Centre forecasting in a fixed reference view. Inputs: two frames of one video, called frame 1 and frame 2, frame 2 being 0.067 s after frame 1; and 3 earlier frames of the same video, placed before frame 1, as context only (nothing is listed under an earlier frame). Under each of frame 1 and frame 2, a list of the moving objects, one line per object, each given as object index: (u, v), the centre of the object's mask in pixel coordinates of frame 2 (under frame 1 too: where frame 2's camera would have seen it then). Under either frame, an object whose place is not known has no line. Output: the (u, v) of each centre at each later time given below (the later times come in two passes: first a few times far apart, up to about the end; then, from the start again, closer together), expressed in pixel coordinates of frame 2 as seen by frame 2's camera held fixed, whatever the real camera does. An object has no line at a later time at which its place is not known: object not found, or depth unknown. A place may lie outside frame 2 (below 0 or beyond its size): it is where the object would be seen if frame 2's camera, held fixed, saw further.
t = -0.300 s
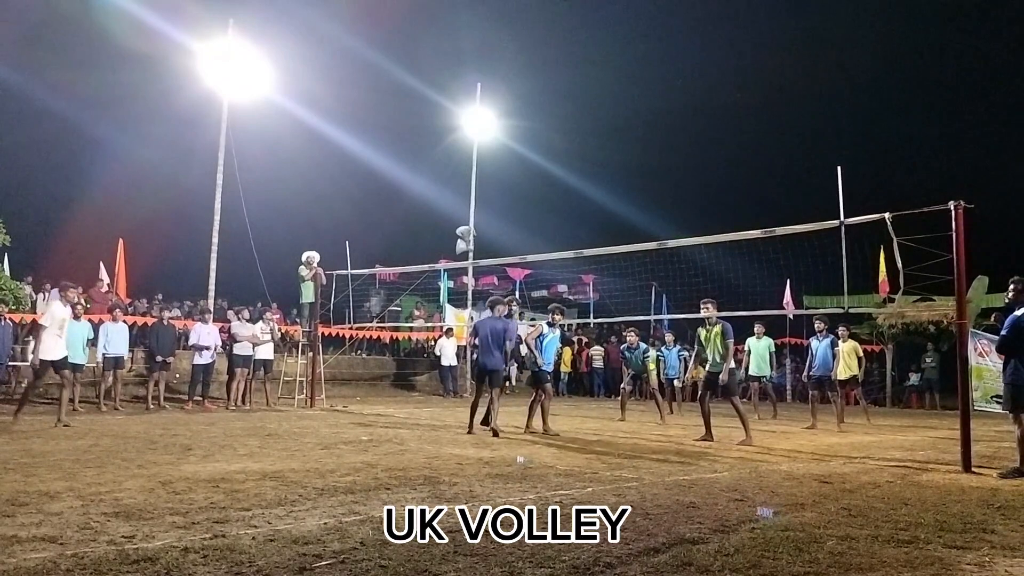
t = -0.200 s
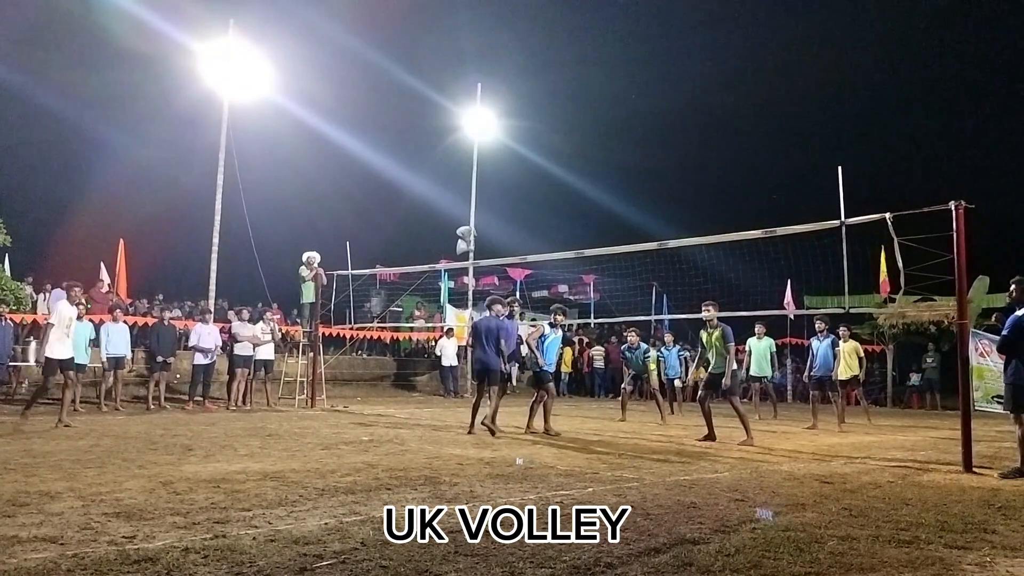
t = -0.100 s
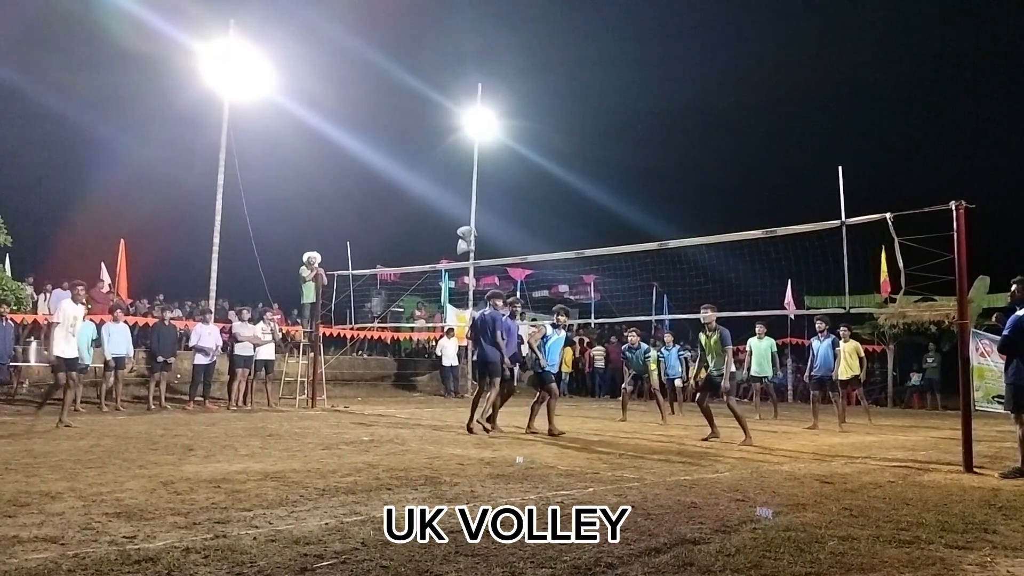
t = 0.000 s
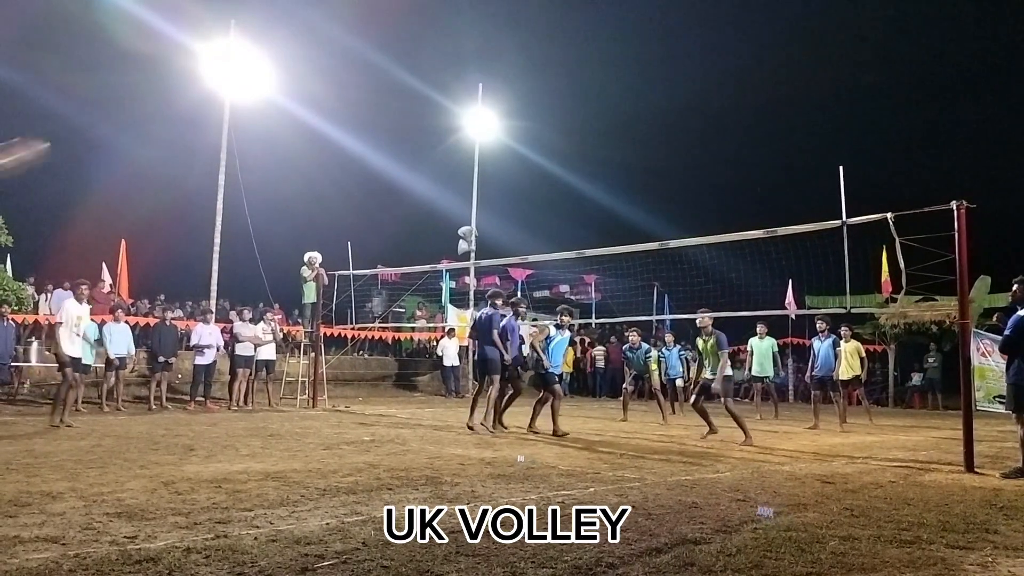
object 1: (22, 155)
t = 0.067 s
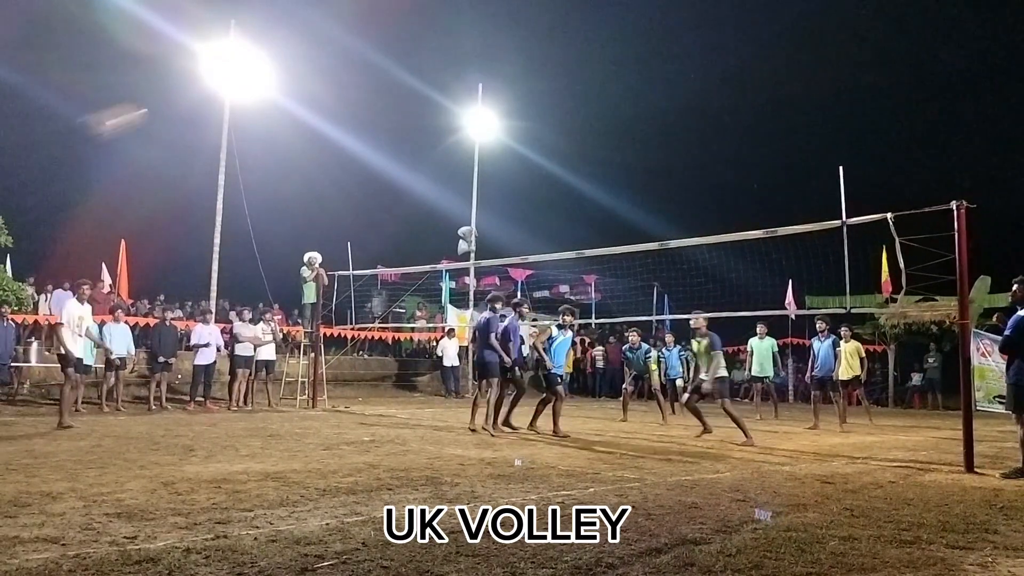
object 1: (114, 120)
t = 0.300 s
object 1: (352, 66)
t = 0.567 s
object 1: (498, 78)
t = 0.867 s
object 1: (599, 137)
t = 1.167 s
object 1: (661, 226)
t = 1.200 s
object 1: (666, 235)
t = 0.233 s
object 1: (300, 73)
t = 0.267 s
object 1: (326, 68)
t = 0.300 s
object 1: (352, 66)
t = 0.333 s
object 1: (375, 65)
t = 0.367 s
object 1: (396, 64)
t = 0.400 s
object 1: (416, 64)
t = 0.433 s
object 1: (434, 66)
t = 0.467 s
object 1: (451, 67)
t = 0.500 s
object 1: (468, 70)
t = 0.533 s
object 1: (484, 73)
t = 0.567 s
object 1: (498, 78)
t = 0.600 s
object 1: (511, 83)
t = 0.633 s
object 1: (525, 88)
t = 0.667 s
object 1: (537, 94)
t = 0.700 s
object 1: (549, 100)
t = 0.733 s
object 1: (560, 107)
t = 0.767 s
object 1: (571, 114)
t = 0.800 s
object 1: (581, 121)
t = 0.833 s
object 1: (591, 129)
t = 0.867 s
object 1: (599, 137)
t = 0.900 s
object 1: (608, 145)
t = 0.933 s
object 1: (616, 154)
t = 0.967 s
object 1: (624, 163)
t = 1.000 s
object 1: (631, 173)
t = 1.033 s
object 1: (637, 183)
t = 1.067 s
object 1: (644, 194)
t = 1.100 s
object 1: (650, 204)
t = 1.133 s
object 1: (656, 215)
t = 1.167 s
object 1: (661, 226)
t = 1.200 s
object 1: (666, 235)
